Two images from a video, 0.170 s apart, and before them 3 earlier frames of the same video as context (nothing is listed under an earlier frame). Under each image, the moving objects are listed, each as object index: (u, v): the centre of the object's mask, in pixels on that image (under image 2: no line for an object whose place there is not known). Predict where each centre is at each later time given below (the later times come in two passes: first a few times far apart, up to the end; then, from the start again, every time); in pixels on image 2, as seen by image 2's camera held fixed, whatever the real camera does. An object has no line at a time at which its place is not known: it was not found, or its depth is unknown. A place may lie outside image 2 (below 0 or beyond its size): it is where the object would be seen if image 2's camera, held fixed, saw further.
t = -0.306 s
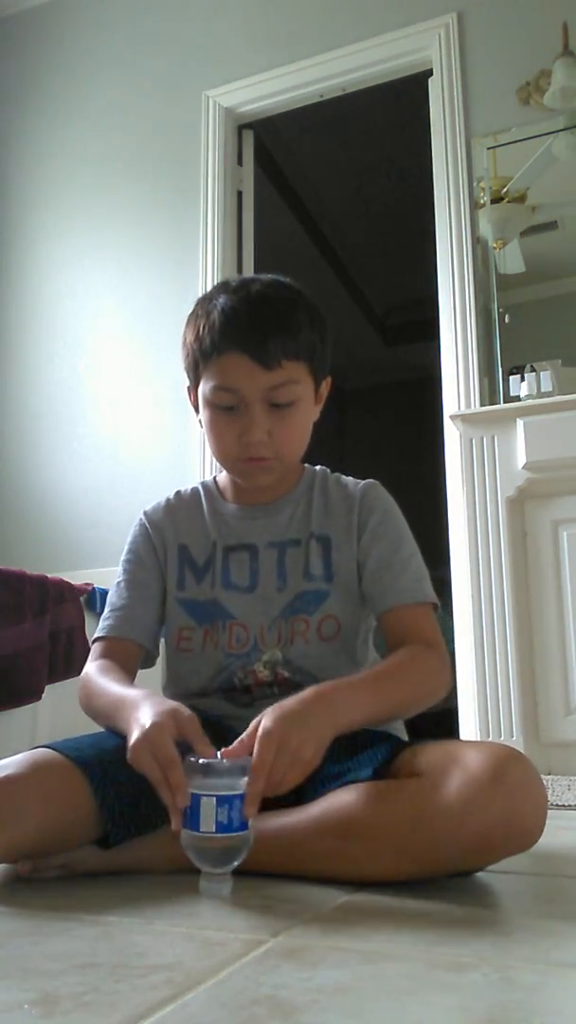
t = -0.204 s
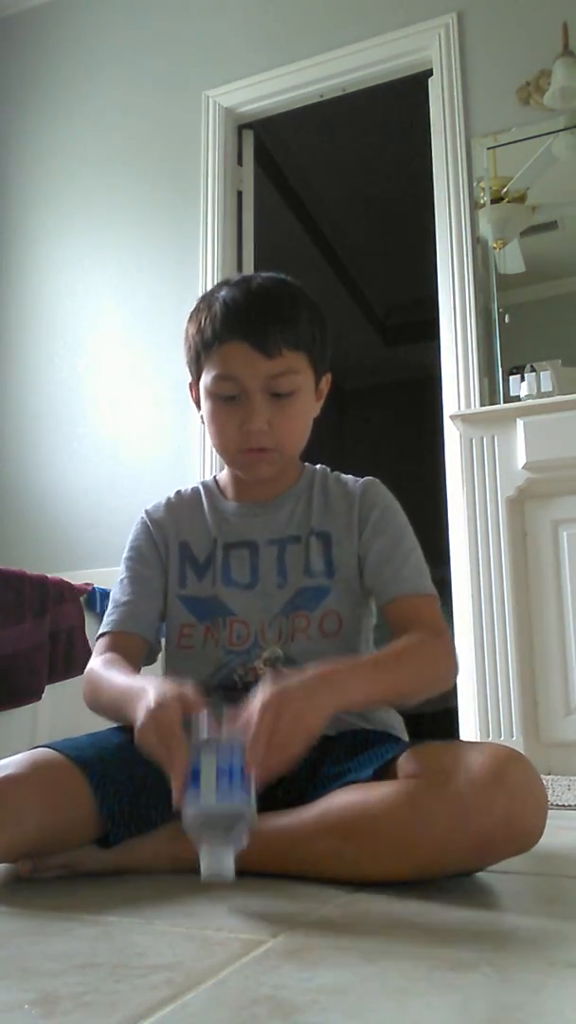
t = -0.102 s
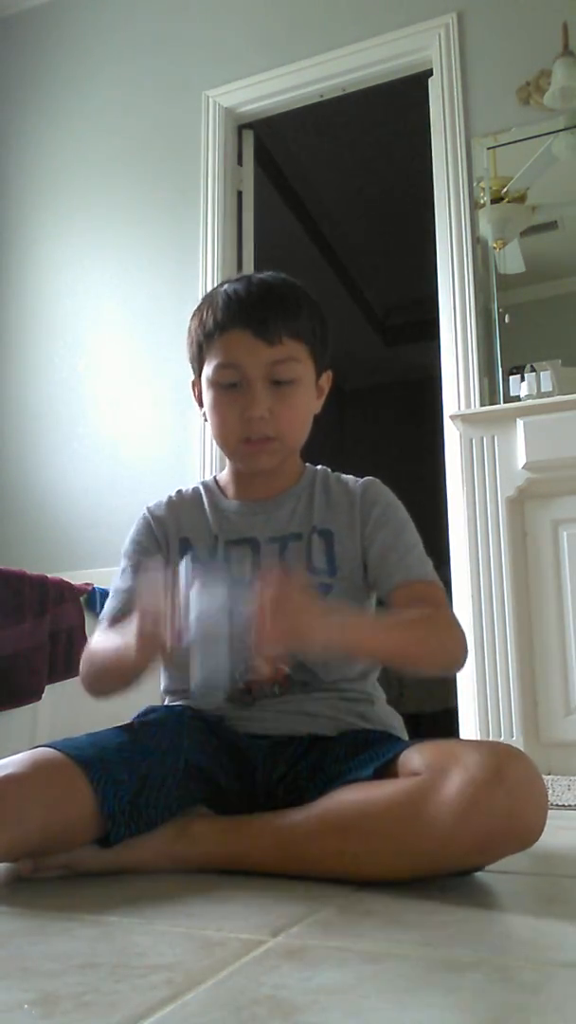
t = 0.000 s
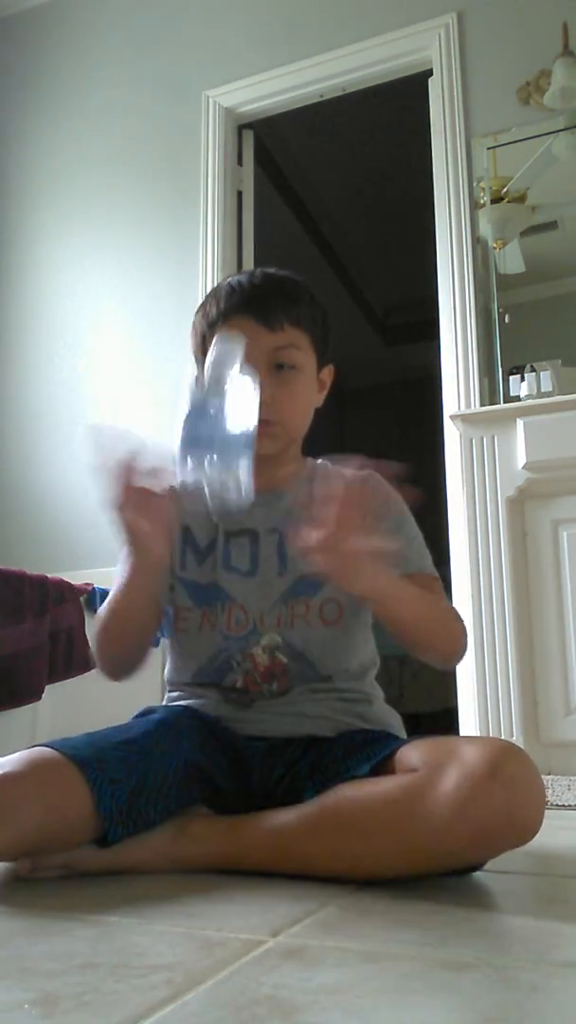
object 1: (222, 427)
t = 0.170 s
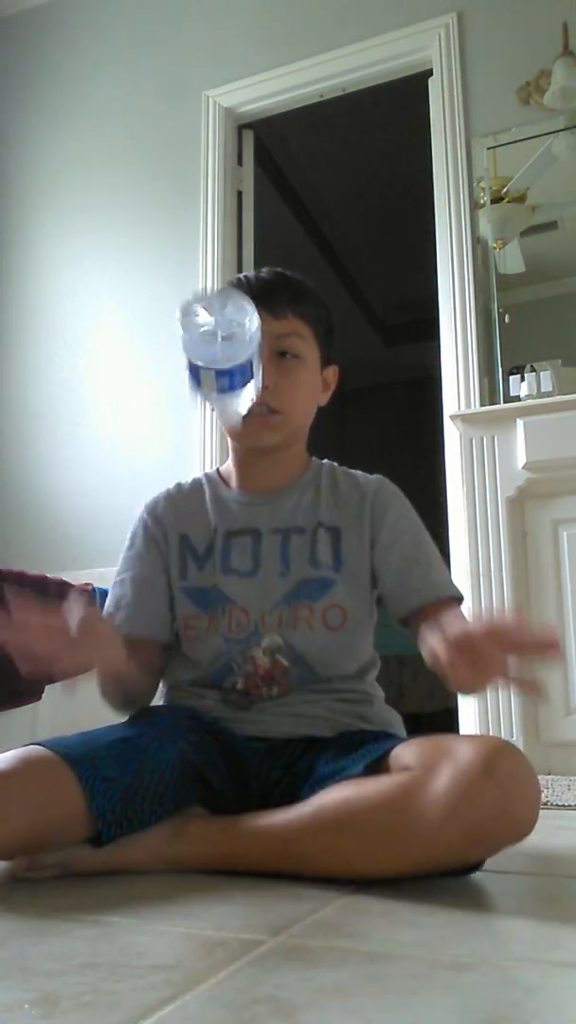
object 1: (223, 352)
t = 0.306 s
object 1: (223, 554)
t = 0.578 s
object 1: (224, 882)
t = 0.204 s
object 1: (225, 377)
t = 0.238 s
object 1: (225, 422)
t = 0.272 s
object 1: (225, 480)
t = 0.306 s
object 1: (223, 554)
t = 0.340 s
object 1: (221, 631)
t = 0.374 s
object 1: (222, 726)
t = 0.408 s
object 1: (222, 834)
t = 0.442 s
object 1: (226, 871)
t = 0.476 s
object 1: (228, 849)
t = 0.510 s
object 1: (228, 839)
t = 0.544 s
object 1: (228, 843)
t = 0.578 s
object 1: (224, 882)
